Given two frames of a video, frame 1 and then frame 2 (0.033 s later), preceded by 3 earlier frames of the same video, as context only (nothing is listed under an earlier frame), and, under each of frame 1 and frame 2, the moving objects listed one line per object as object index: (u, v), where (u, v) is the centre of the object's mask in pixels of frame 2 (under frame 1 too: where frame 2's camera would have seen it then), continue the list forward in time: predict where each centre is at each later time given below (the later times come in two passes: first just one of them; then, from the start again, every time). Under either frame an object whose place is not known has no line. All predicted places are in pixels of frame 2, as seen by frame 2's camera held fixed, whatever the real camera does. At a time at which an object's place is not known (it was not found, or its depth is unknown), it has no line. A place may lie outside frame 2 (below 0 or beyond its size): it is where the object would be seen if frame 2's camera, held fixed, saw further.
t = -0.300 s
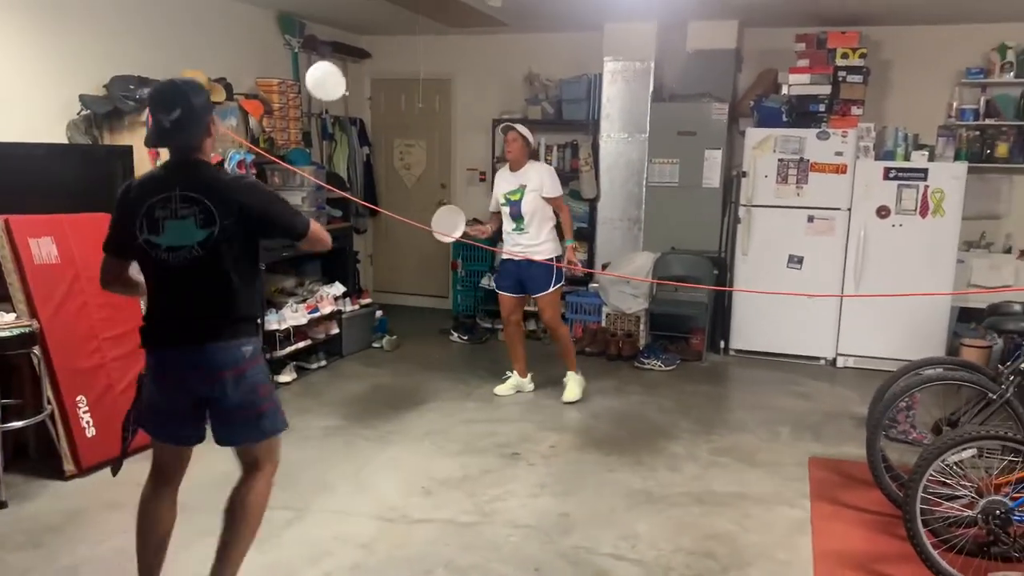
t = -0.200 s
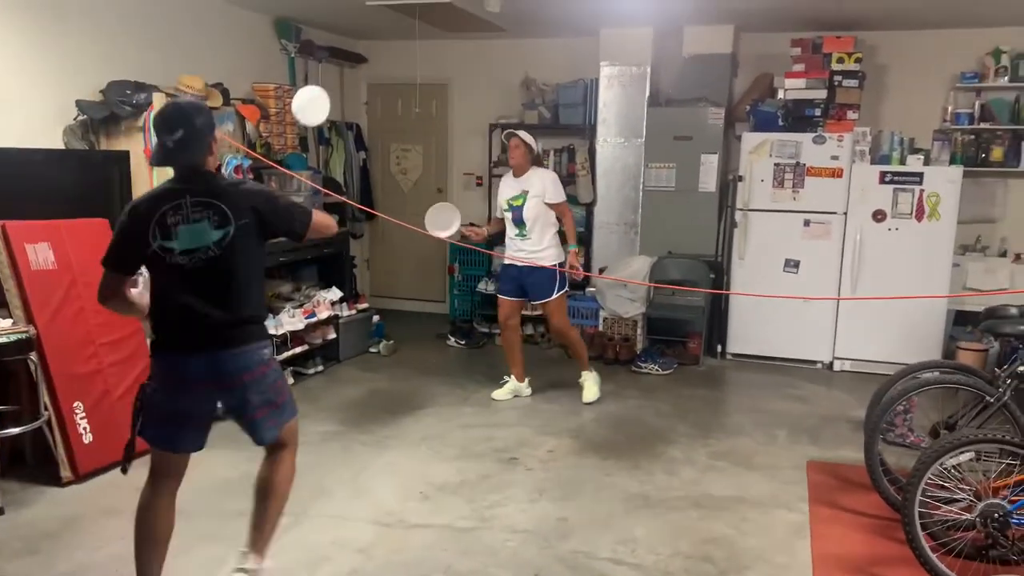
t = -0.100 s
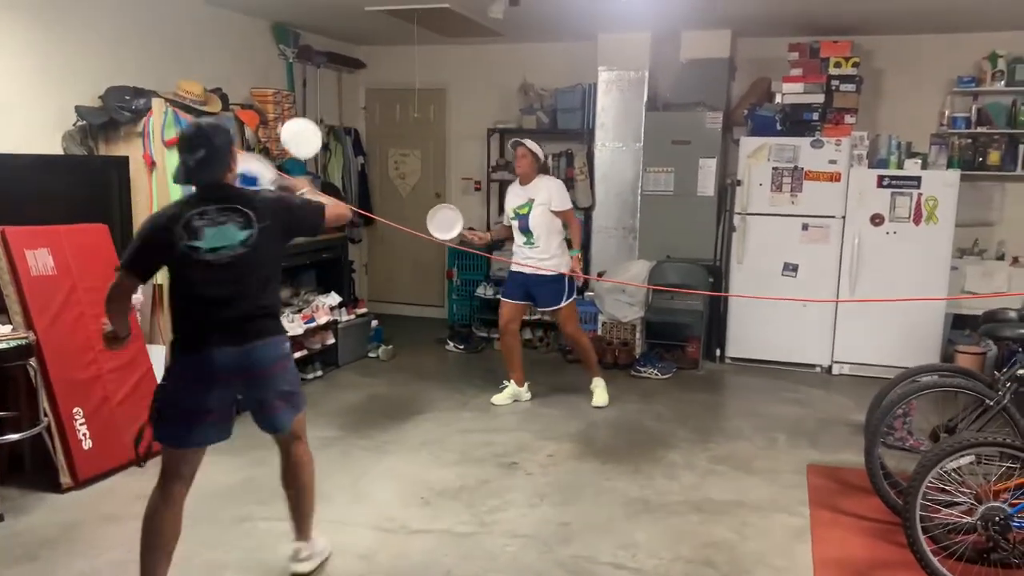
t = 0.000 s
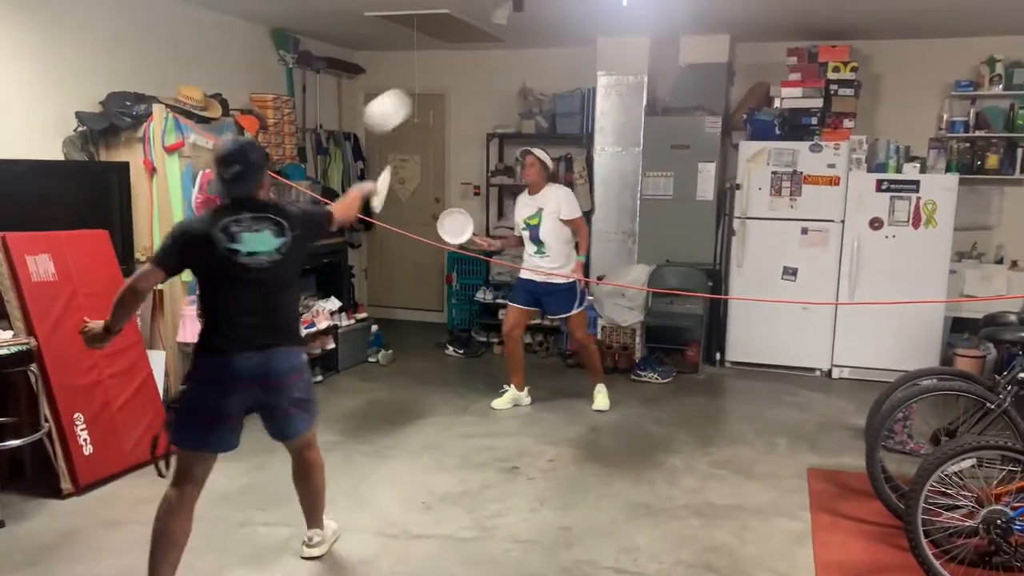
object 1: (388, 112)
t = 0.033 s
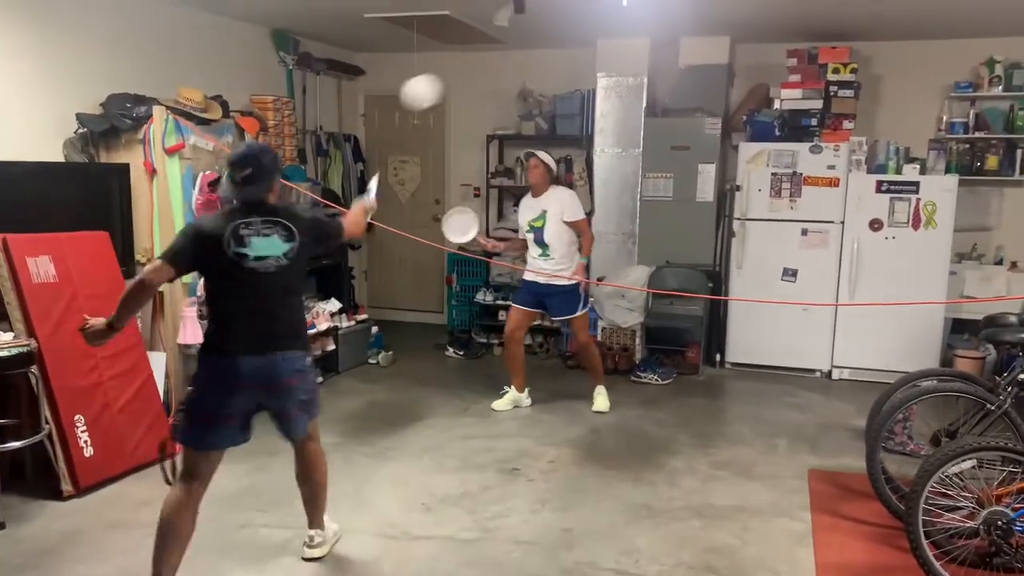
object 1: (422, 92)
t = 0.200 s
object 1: (537, 74)
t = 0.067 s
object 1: (451, 82)
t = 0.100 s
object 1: (476, 77)
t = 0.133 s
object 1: (501, 75)
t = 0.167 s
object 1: (520, 74)
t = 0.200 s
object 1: (537, 74)
